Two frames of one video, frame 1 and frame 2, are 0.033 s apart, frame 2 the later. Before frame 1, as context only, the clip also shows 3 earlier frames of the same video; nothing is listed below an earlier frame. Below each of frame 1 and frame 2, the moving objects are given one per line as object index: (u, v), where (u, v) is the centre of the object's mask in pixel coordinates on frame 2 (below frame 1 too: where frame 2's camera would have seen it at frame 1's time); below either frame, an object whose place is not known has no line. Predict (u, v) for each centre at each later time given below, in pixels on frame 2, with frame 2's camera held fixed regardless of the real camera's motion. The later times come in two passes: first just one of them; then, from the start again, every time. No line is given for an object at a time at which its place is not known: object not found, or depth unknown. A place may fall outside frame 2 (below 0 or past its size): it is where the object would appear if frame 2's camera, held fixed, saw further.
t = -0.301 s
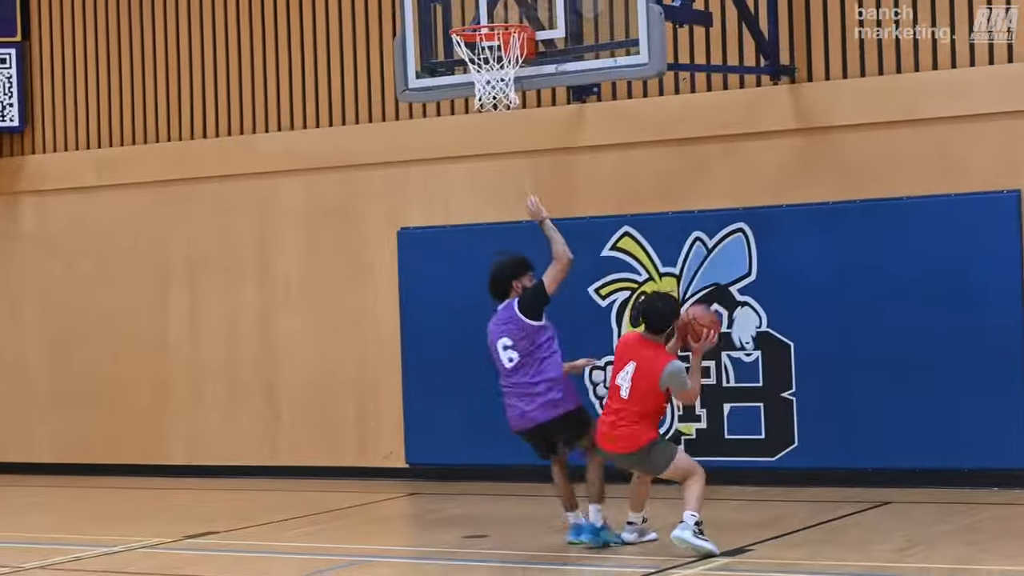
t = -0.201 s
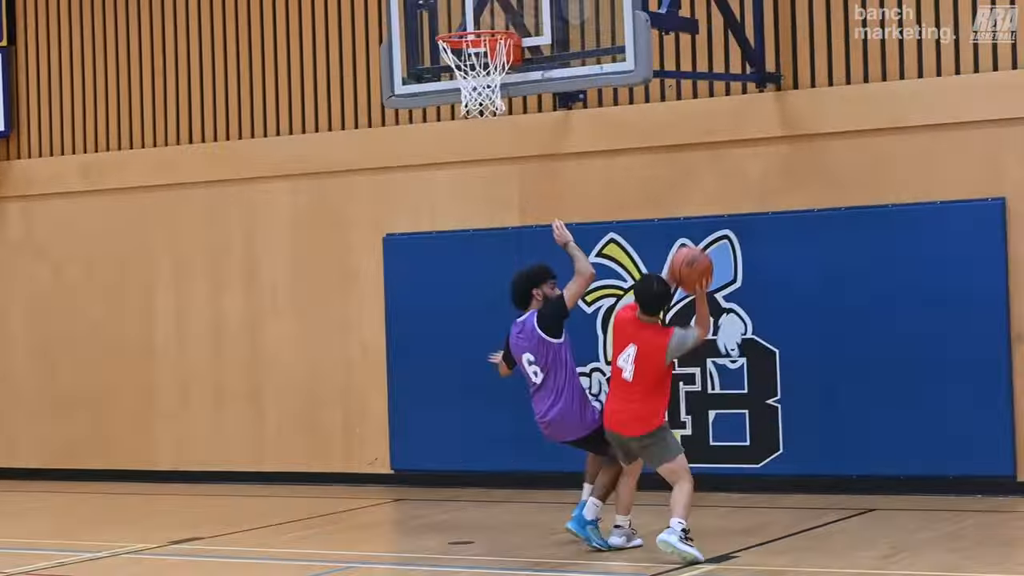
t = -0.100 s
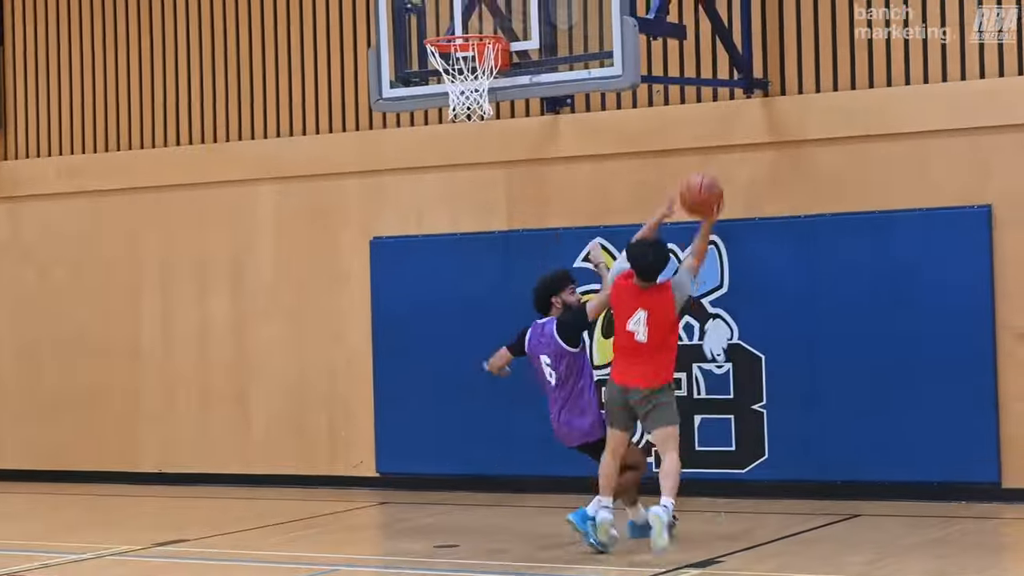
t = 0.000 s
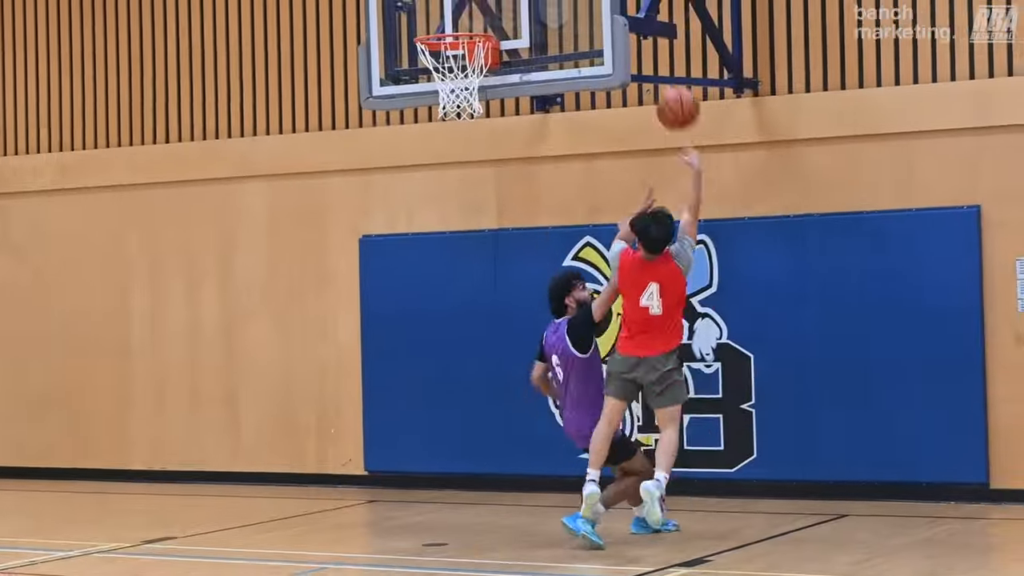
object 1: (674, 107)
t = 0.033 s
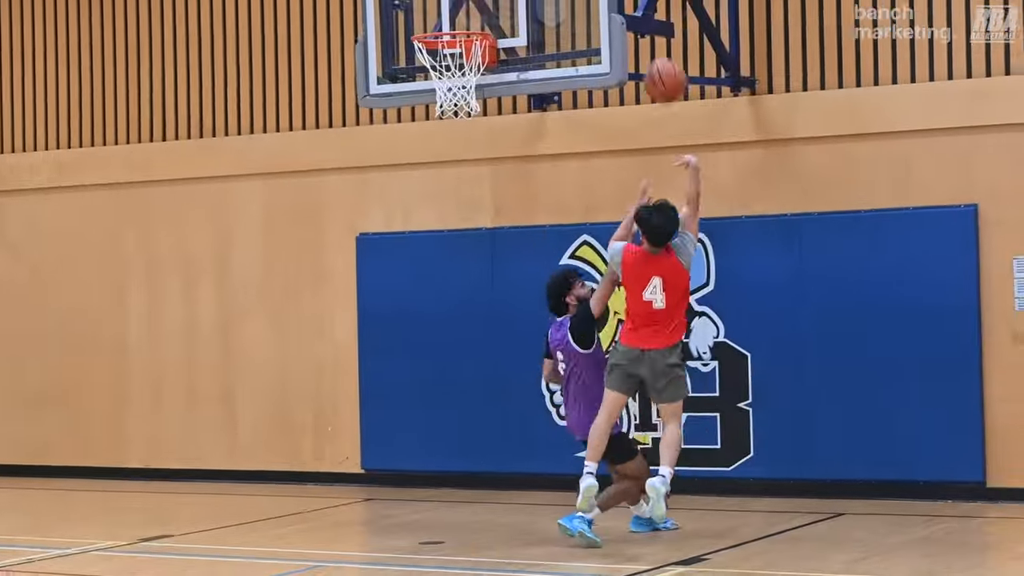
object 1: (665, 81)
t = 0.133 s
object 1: (637, 20)
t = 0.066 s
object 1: (655, 56)
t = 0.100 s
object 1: (646, 36)
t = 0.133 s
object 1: (637, 20)
